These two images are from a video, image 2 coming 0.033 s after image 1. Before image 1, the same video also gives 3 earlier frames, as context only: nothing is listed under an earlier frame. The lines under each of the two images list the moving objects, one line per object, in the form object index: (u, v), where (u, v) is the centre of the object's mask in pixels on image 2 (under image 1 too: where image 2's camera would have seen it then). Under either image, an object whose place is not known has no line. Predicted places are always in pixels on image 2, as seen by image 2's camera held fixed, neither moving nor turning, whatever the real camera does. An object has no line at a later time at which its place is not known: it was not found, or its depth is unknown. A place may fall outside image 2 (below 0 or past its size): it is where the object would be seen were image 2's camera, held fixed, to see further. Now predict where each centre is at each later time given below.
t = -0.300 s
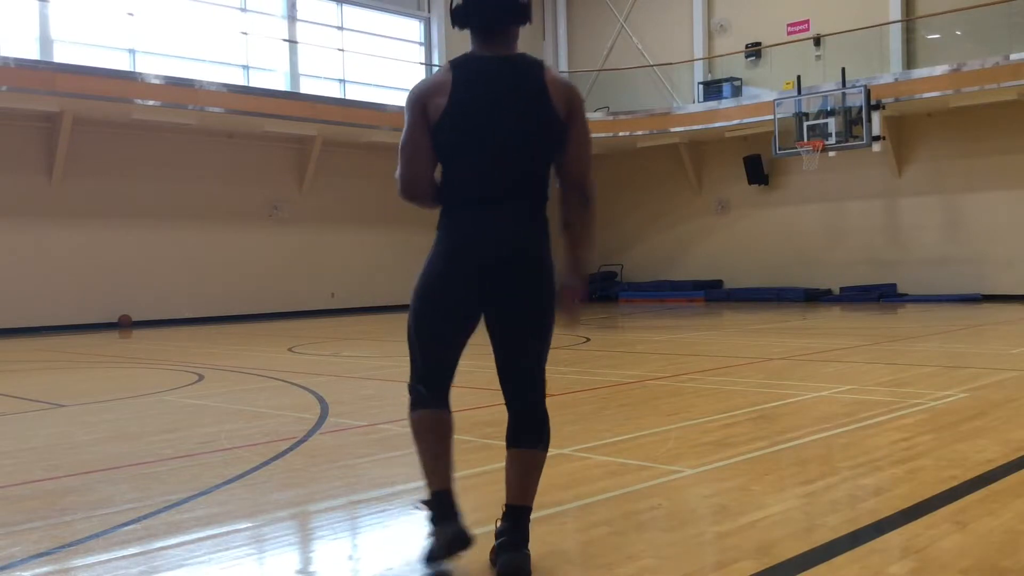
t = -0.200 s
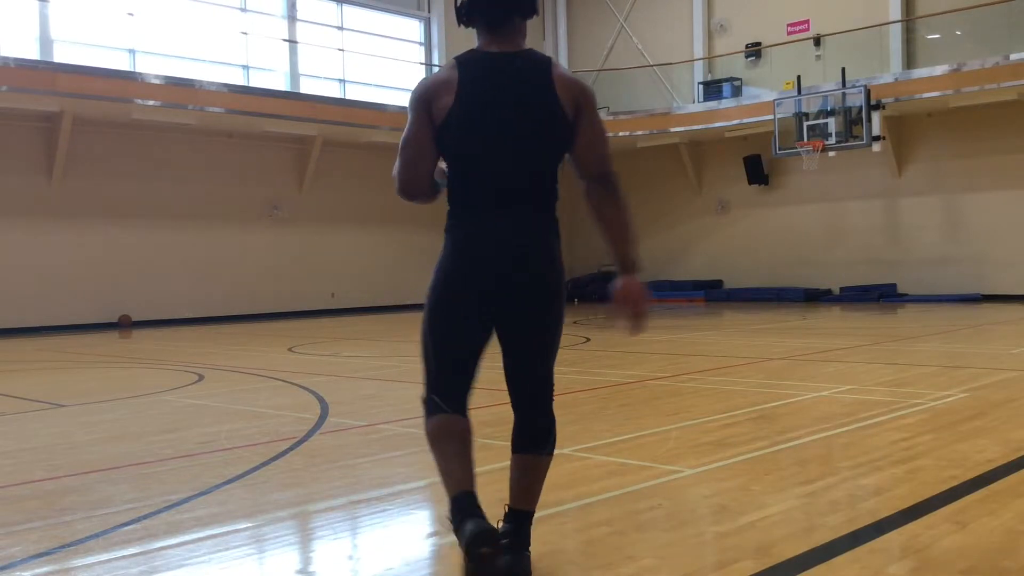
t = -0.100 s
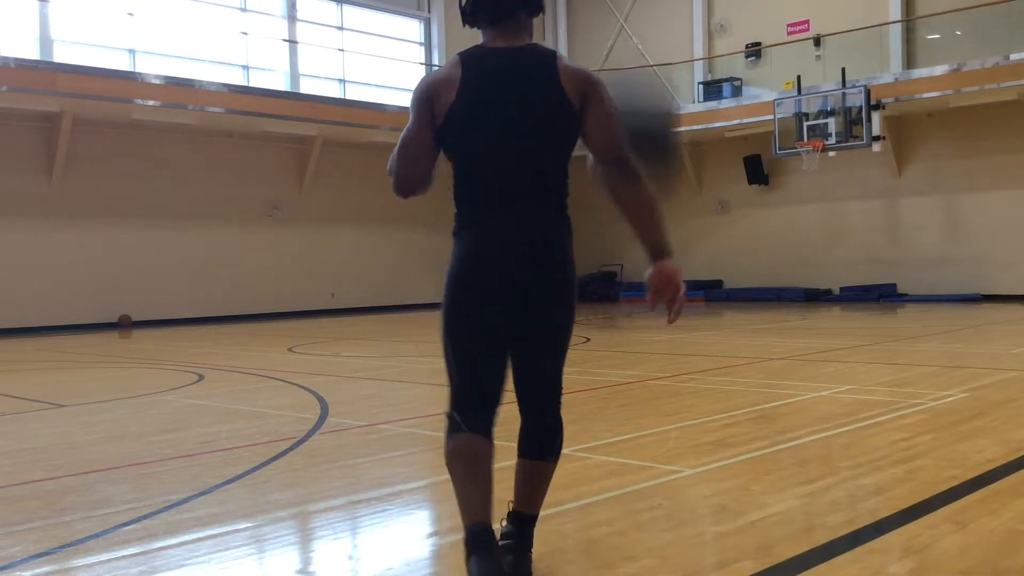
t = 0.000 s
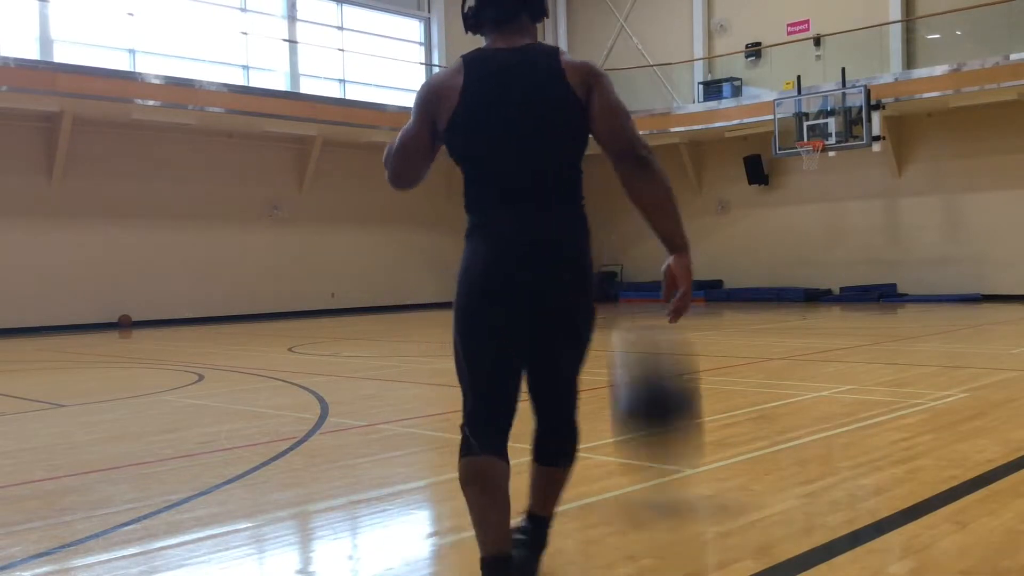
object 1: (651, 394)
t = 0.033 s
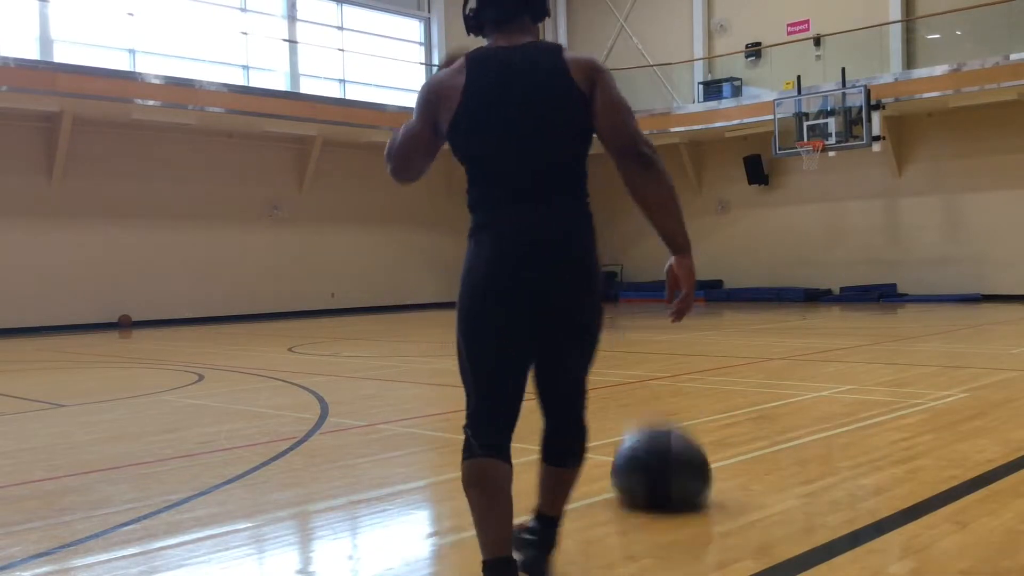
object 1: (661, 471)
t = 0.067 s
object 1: (658, 443)
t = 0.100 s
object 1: (656, 418)
